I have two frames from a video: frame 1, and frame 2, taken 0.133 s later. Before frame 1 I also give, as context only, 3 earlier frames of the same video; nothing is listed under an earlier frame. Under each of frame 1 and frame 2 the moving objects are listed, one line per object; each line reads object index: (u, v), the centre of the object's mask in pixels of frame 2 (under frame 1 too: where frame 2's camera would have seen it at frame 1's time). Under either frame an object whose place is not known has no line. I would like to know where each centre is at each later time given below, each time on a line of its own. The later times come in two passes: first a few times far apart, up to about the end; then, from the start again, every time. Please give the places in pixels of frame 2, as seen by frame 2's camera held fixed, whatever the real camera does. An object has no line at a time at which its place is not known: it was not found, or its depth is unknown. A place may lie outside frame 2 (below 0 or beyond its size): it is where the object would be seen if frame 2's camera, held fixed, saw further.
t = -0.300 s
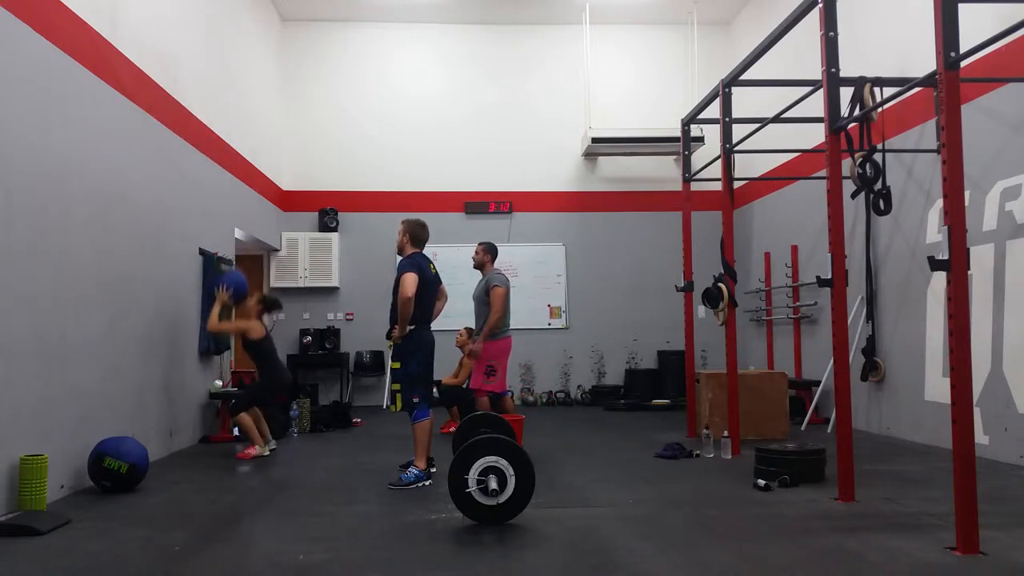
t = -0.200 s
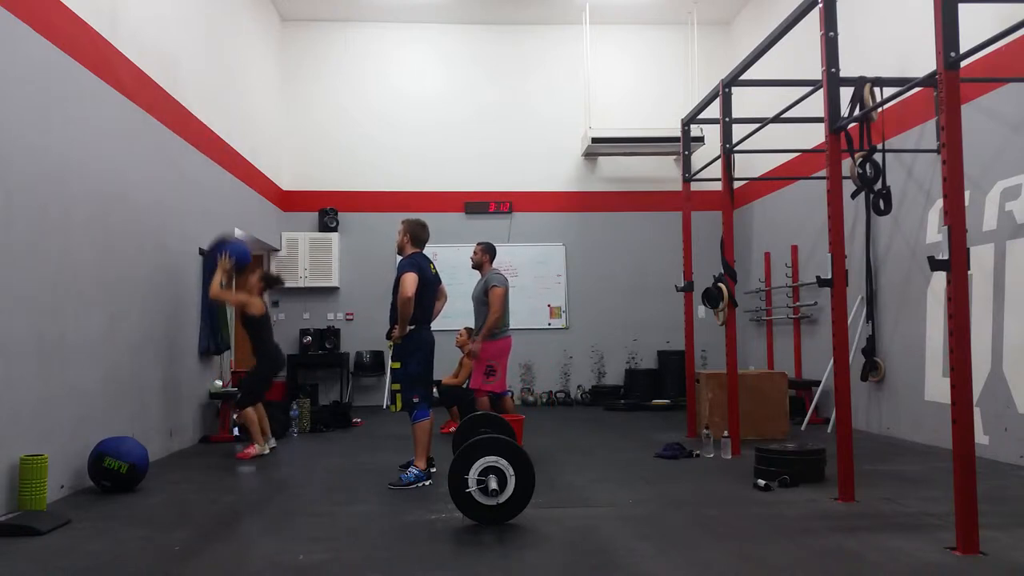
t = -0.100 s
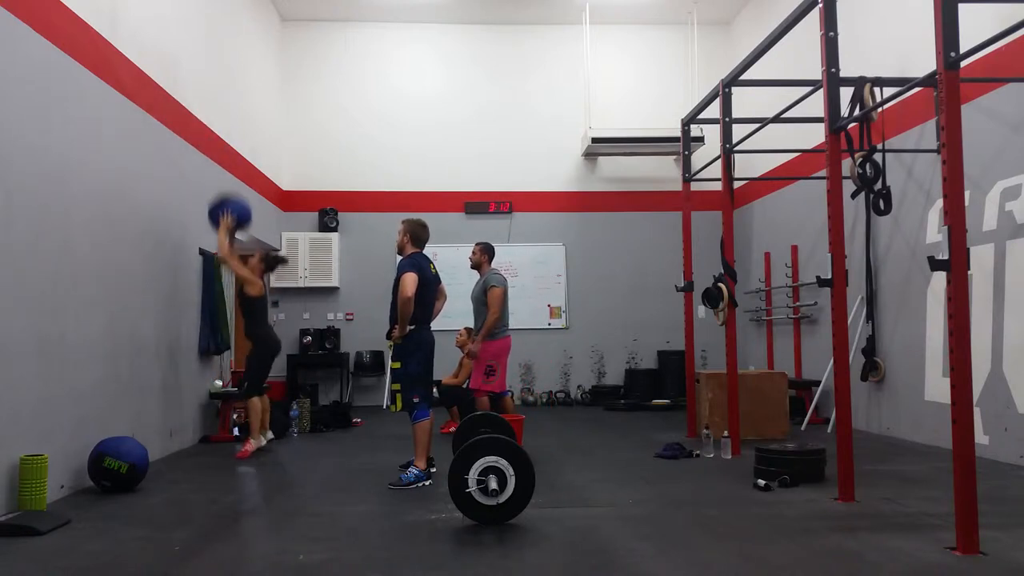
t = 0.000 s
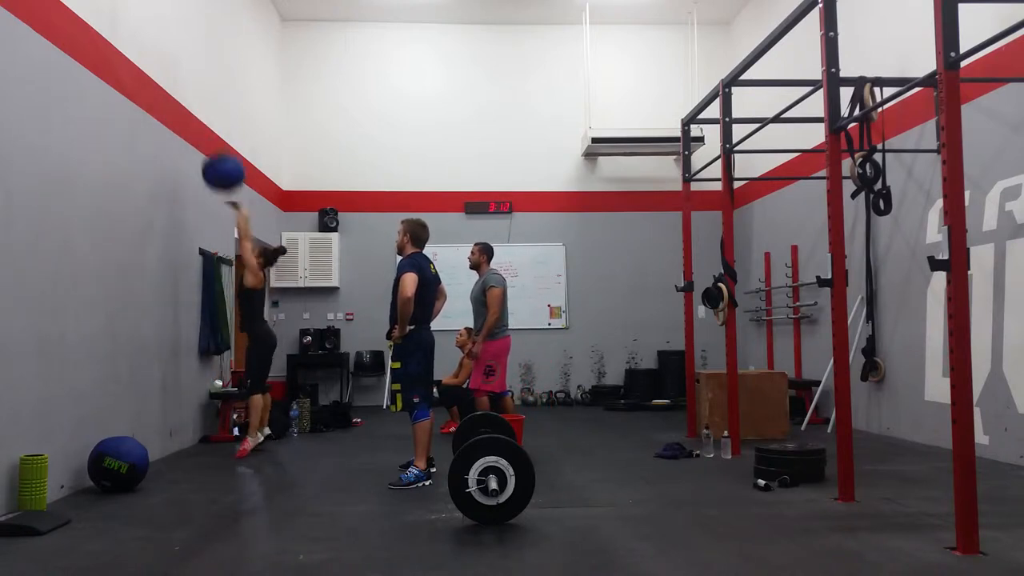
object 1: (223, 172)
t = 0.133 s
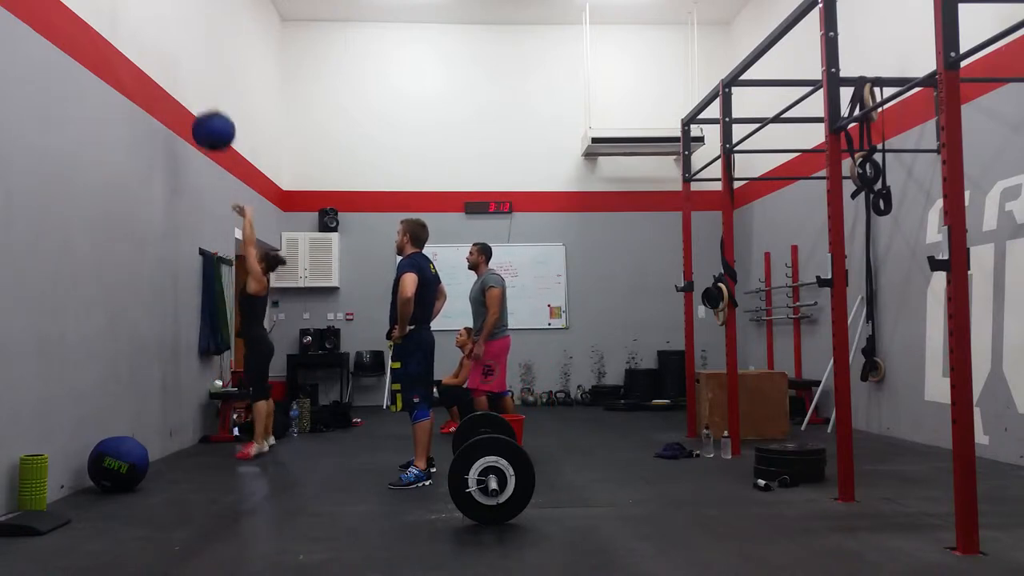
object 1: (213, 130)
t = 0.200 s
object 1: (208, 118)
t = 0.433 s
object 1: (191, 111)
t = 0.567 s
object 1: (192, 132)
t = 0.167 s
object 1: (211, 123)
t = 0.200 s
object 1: (208, 118)
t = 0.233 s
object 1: (206, 113)
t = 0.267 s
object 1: (203, 109)
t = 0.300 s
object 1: (201, 107)
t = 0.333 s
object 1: (198, 106)
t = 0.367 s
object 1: (196, 107)
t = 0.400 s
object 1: (193, 108)
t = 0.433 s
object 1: (191, 111)
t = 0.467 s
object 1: (188, 115)
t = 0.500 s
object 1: (189, 119)
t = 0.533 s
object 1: (190, 125)
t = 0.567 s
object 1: (192, 132)
